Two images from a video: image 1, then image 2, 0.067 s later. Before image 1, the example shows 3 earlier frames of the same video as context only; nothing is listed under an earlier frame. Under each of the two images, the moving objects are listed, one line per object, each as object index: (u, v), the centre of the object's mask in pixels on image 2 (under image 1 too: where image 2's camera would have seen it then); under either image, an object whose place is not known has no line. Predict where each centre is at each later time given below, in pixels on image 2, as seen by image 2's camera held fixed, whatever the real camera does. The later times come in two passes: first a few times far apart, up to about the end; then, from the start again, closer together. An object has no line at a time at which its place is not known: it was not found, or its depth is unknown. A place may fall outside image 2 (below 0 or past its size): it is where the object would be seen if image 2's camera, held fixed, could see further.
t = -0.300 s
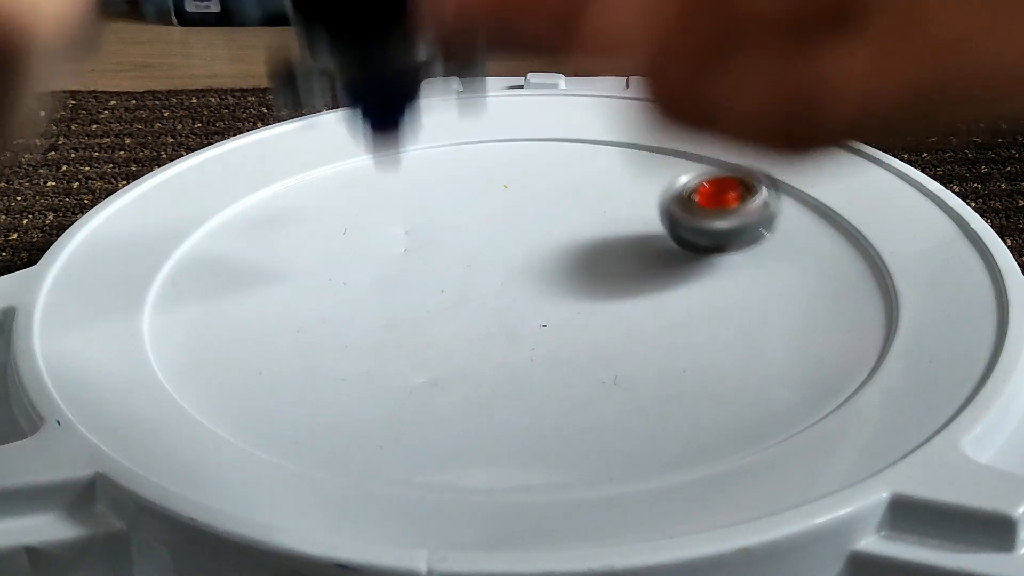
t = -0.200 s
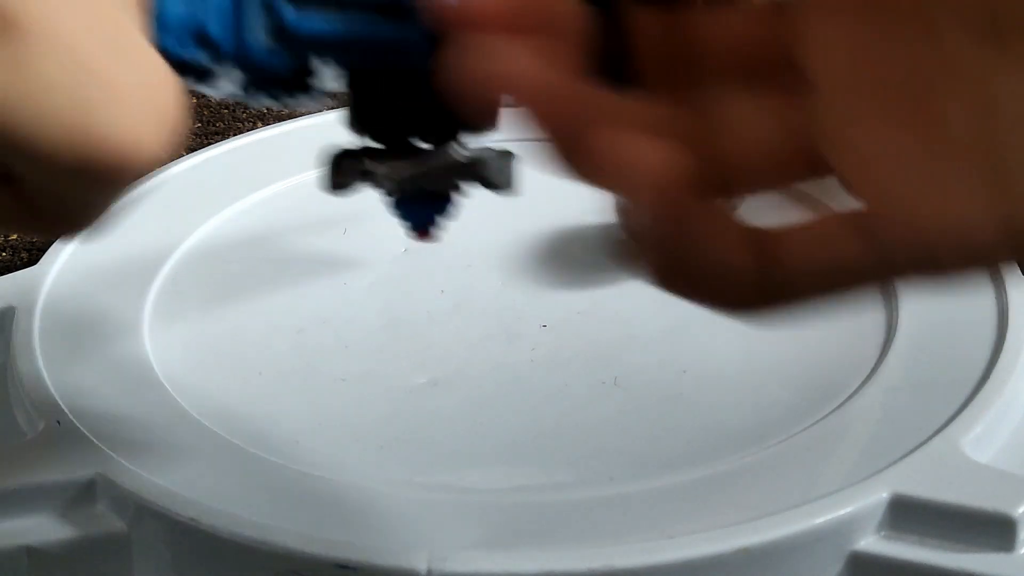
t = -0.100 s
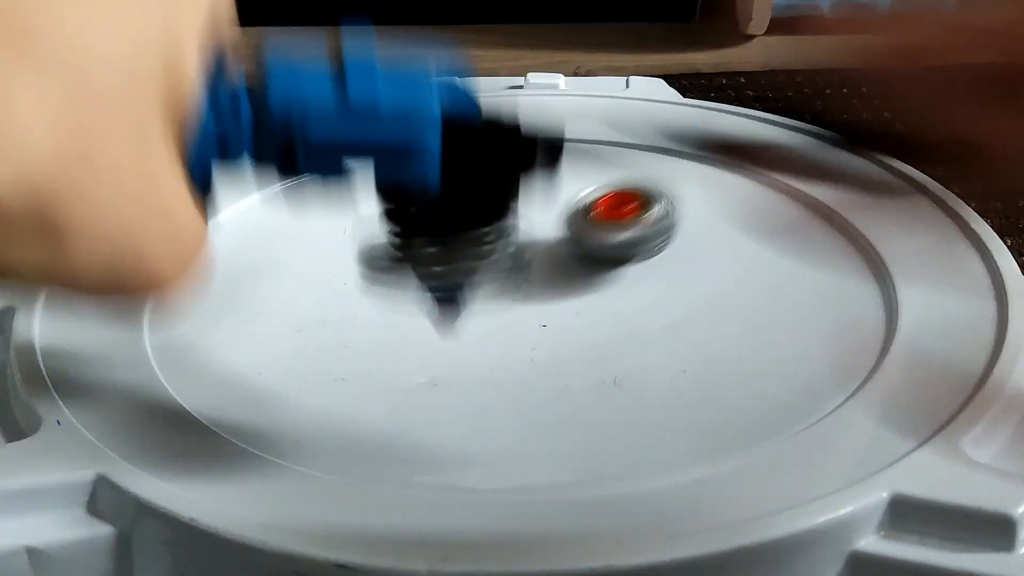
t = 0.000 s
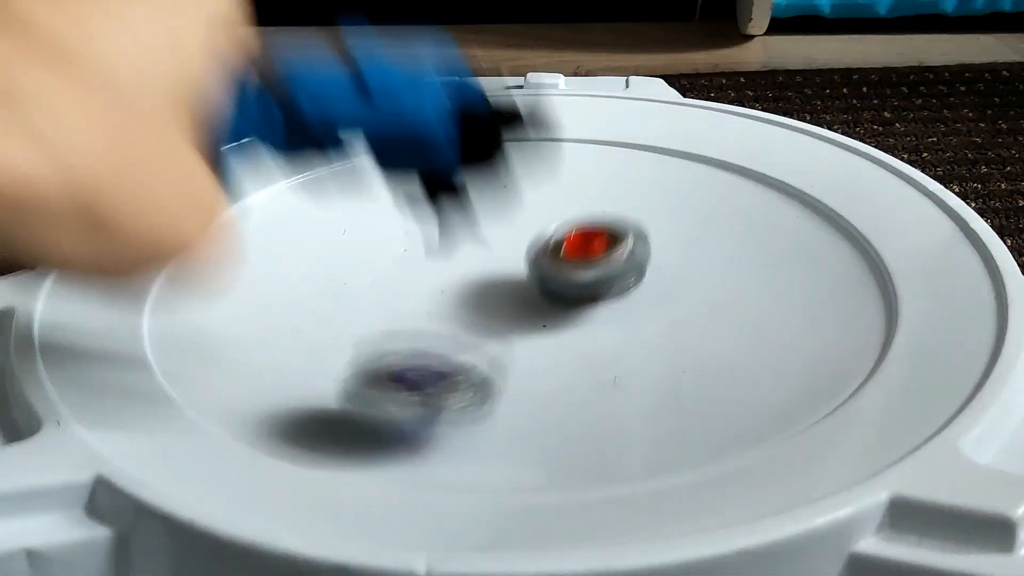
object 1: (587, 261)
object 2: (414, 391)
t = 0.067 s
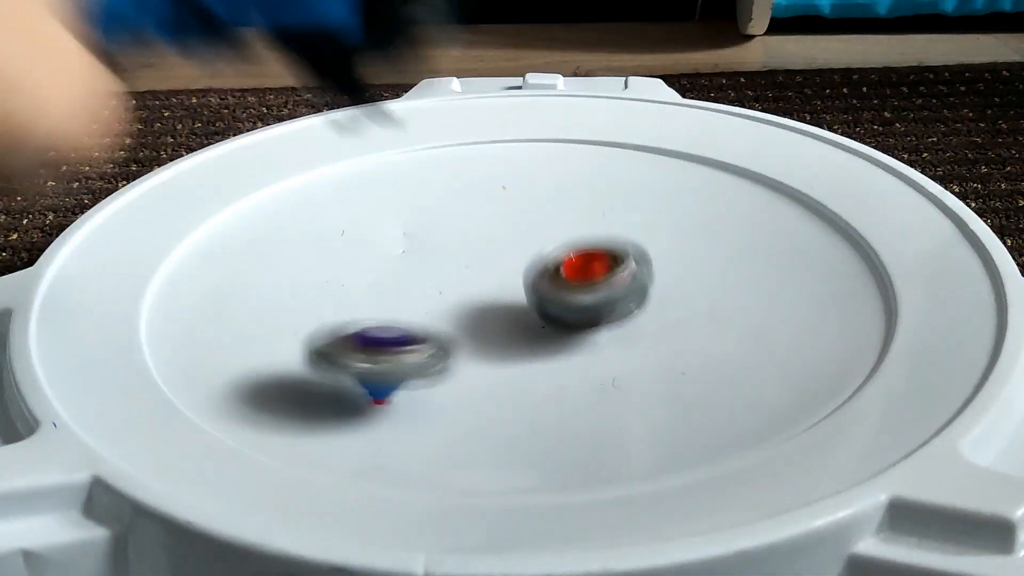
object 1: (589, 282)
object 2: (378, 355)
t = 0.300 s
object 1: (705, 317)
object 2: (175, 303)
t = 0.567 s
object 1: (709, 285)
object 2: (199, 312)
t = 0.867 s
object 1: (481, 322)
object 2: (220, 273)
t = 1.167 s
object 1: (472, 370)
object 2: (233, 230)
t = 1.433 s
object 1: (453, 324)
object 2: (374, 234)
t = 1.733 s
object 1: (339, 308)
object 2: (397, 149)
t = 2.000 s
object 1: (387, 296)
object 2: (453, 237)
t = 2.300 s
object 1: (377, 245)
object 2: (661, 144)
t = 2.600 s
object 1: (307, 212)
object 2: (550, 191)
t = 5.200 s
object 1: (716, 198)
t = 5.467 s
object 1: (621, 180)
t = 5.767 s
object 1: (688, 232)
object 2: (342, 225)
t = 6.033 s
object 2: (255, 261)
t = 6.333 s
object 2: (540, 251)
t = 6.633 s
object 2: (471, 148)
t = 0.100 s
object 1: (595, 294)
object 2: (356, 355)
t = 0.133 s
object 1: (608, 303)
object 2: (334, 343)
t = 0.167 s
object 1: (624, 309)
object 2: (306, 334)
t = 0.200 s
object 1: (644, 314)
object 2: (275, 323)
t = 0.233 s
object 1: (664, 317)
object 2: (243, 316)
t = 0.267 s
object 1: (685, 318)
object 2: (210, 308)
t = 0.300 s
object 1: (705, 317)
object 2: (175, 303)
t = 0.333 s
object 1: (724, 314)
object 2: (161, 299)
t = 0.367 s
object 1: (736, 310)
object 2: (181, 312)
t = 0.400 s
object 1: (746, 307)
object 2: (192, 317)
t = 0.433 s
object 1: (751, 301)
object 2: (202, 321)
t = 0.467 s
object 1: (750, 295)
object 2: (204, 322)
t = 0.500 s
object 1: (741, 290)
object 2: (204, 320)
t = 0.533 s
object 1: (727, 287)
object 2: (203, 317)
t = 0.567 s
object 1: (709, 285)
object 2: (199, 312)
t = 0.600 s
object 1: (688, 285)
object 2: (195, 307)
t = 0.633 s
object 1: (665, 286)
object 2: (192, 302)
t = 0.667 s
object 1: (639, 287)
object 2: (190, 297)
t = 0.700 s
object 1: (615, 289)
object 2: (190, 293)
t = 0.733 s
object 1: (587, 294)
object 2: (193, 289)
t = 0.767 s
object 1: (558, 300)
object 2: (195, 286)
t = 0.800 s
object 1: (529, 306)
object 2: (201, 283)
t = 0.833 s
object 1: (503, 314)
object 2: (210, 279)
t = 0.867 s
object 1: (481, 322)
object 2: (220, 273)
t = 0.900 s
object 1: (464, 331)
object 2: (226, 266)
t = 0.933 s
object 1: (451, 339)
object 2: (231, 259)
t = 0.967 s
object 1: (443, 348)
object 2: (234, 253)
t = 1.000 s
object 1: (441, 357)
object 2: (234, 245)
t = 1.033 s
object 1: (444, 365)
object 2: (234, 240)
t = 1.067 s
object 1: (450, 369)
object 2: (231, 236)
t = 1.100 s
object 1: (456, 372)
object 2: (229, 233)
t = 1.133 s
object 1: (464, 372)
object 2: (229, 231)
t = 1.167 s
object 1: (472, 370)
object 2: (233, 230)
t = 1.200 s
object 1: (478, 367)
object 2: (241, 230)
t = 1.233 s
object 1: (482, 364)
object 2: (253, 232)
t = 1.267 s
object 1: (486, 358)
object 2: (269, 234)
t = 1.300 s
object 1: (485, 352)
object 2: (288, 237)
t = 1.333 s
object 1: (482, 345)
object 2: (310, 239)
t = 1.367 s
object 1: (476, 337)
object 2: (332, 240)
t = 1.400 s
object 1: (466, 330)
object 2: (354, 238)
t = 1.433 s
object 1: (453, 324)
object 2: (374, 234)
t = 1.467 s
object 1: (436, 319)
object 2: (393, 229)
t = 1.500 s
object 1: (417, 314)
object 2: (411, 220)
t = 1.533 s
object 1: (399, 311)
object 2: (426, 208)
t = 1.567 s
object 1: (382, 307)
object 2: (433, 194)
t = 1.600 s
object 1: (369, 306)
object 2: (434, 181)
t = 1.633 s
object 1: (359, 305)
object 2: (429, 168)
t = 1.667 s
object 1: (350, 306)
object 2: (420, 158)
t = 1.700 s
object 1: (343, 307)
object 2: (409, 152)
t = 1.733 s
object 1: (339, 308)
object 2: (397, 149)
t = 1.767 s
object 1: (337, 309)
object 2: (385, 148)
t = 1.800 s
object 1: (339, 310)
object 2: (371, 151)
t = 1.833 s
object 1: (343, 311)
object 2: (363, 161)
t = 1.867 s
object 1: (350, 311)
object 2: (362, 175)
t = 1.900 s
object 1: (358, 310)
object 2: (371, 191)
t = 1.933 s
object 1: (368, 307)
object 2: (389, 209)
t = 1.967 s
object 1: (379, 303)
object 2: (415, 225)
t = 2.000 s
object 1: (387, 296)
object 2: (453, 237)
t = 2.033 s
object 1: (395, 291)
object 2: (491, 248)
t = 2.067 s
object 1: (398, 283)
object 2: (528, 253)
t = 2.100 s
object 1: (399, 275)
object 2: (568, 248)
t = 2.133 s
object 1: (396, 266)
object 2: (601, 237)
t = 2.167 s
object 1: (391, 260)
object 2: (630, 221)
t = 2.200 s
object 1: (385, 253)
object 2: (648, 203)
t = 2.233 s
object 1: (381, 249)
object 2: (659, 184)
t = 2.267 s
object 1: (378, 247)
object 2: (665, 162)
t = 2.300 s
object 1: (377, 245)
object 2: (661, 144)
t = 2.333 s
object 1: (377, 244)
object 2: (649, 129)
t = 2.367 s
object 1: (377, 243)
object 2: (613, 127)
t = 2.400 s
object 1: (381, 241)
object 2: (578, 131)
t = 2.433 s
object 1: (384, 240)
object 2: (548, 137)
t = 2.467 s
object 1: (386, 239)
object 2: (521, 152)
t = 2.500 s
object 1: (387, 239)
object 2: (502, 168)
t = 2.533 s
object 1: (391, 238)
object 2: (491, 188)
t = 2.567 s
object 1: (383, 228)
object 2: (499, 204)
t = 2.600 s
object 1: (307, 212)
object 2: (550, 191)
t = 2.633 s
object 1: (233, 221)
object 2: (598, 199)
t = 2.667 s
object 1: (148, 261)
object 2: (639, 212)
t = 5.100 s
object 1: (668, 240)
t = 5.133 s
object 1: (702, 224)
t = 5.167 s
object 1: (717, 210)
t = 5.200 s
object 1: (716, 198)
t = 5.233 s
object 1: (710, 188)
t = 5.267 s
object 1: (702, 181)
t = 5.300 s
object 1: (692, 175)
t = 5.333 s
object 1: (681, 172)
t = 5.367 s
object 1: (667, 171)
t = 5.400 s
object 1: (653, 171)
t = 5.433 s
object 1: (637, 174)
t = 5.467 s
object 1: (621, 180)
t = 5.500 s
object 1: (606, 187)
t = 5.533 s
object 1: (594, 194)
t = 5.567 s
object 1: (585, 203)
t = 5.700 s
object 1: (616, 233)
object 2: (405, 249)
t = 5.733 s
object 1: (662, 232)
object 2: (368, 235)
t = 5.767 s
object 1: (688, 232)
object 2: (342, 225)
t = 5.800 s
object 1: (703, 231)
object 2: (317, 219)
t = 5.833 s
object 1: (713, 229)
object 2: (291, 216)
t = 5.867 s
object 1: (719, 227)
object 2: (271, 217)
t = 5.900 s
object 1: (722, 227)
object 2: (254, 219)
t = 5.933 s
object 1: (724, 227)
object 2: (242, 225)
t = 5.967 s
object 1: (724, 229)
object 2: (238, 235)
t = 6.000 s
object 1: (722, 232)
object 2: (242, 247)
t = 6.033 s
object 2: (255, 261)
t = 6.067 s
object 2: (281, 274)
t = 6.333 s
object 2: (540, 251)
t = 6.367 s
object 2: (556, 232)
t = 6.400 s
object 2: (562, 215)
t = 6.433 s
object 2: (562, 199)
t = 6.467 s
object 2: (556, 184)
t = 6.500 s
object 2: (547, 170)
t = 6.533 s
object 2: (533, 159)
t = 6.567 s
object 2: (515, 151)
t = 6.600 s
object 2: (493, 146)
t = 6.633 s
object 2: (471, 148)
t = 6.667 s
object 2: (452, 151)
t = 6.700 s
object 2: (434, 158)
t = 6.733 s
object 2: (420, 172)
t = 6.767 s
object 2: (411, 189)
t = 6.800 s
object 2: (407, 205)
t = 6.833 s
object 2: (410, 222)
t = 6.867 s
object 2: (420, 240)
